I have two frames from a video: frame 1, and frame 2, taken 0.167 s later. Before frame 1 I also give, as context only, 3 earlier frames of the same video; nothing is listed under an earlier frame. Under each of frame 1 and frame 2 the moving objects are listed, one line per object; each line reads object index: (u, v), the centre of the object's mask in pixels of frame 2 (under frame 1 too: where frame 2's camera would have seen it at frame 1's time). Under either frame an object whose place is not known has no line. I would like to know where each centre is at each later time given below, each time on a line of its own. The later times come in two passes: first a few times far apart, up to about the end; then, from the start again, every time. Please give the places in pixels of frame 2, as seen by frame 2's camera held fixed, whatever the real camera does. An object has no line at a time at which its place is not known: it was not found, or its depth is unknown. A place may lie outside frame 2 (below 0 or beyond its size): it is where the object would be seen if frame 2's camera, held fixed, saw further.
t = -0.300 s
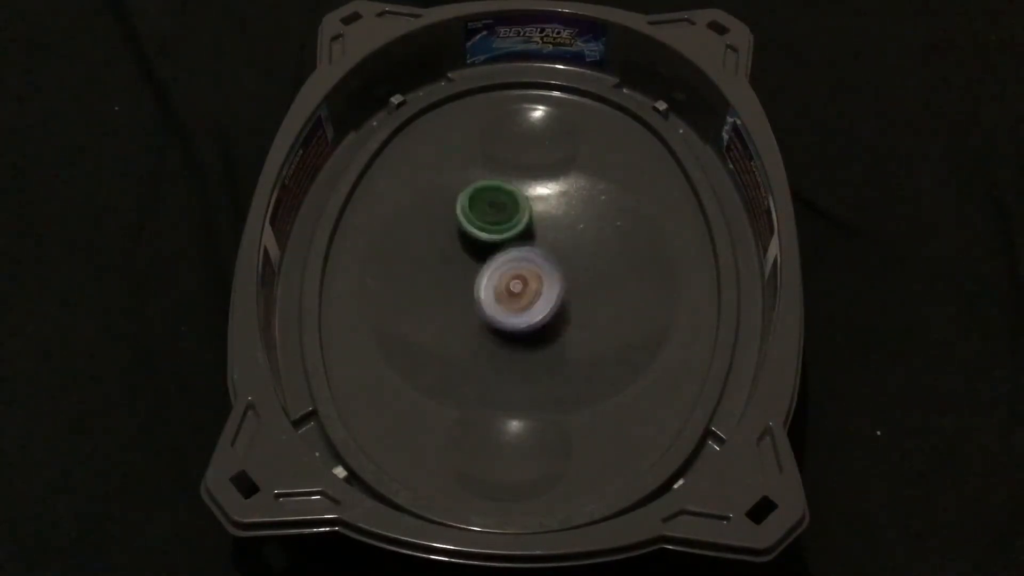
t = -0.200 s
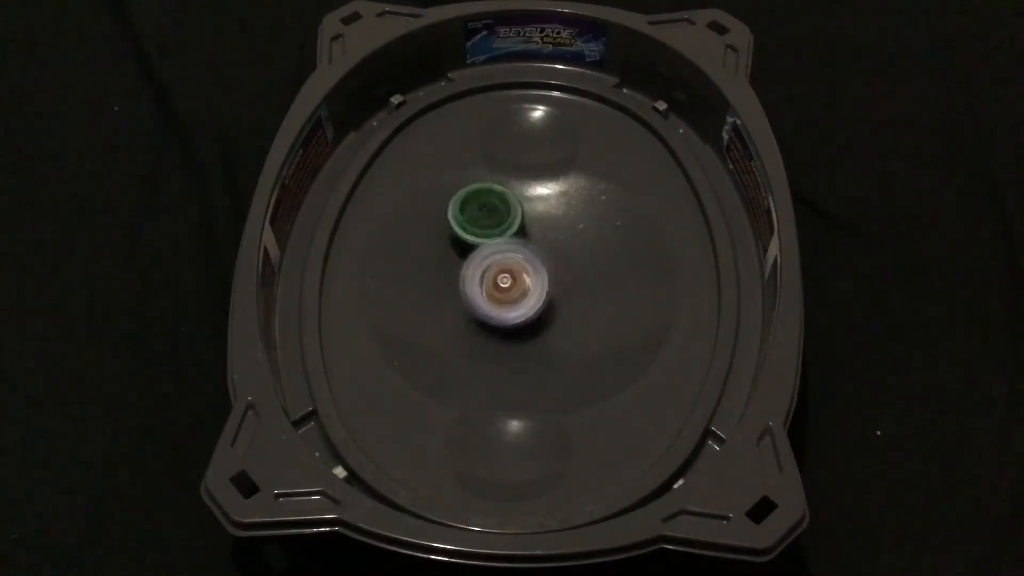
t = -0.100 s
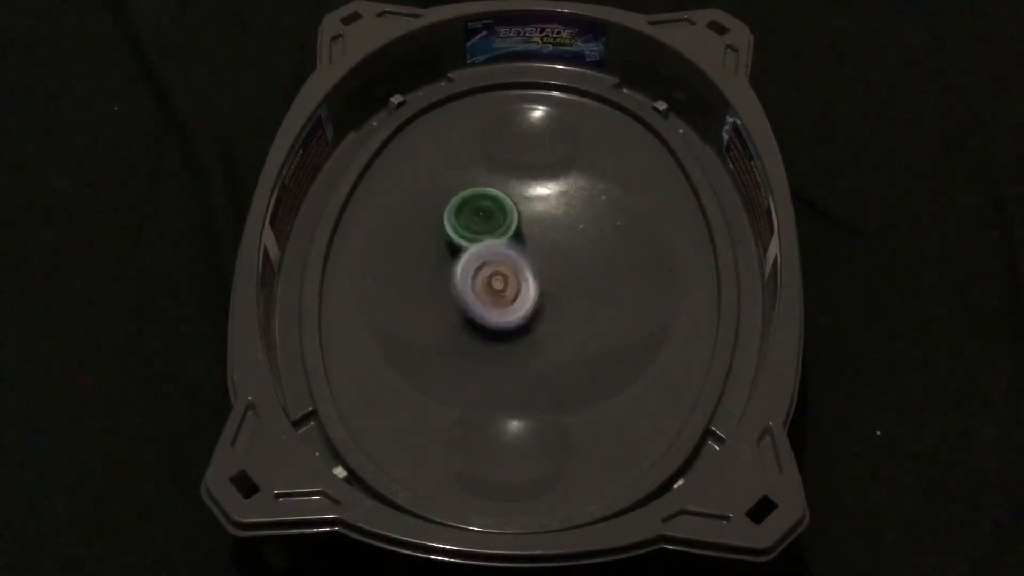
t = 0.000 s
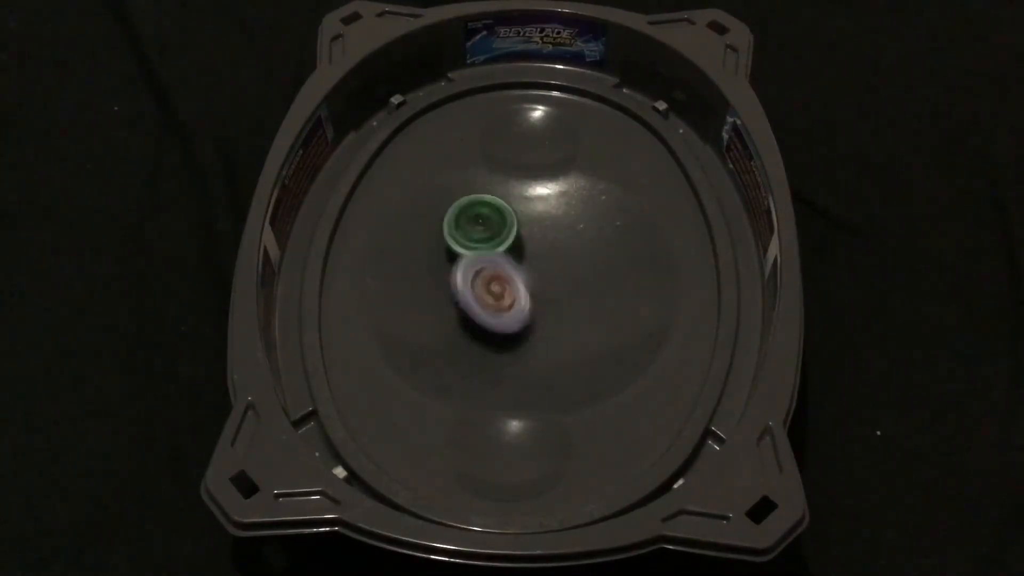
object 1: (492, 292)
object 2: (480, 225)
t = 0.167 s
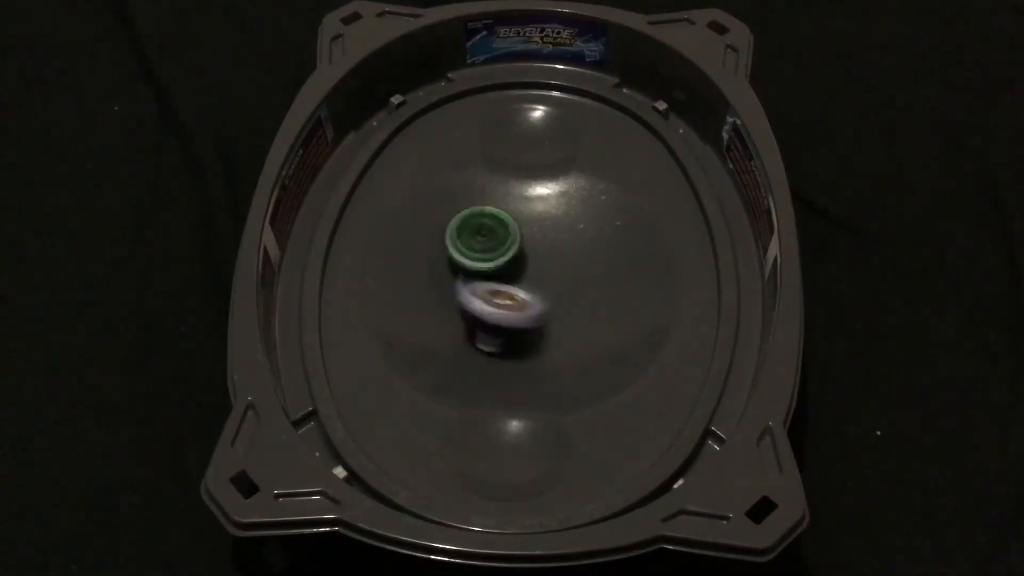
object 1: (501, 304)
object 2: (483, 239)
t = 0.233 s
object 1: (509, 304)
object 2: (483, 243)
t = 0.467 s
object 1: (564, 274)
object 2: (477, 244)
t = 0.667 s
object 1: (568, 243)
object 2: (459, 245)
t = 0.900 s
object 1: (556, 265)
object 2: (448, 262)
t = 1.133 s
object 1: (538, 293)
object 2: (456, 275)
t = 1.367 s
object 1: (545, 282)
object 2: (467, 286)
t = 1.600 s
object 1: (509, 243)
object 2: (472, 298)
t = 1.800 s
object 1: (475, 251)
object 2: (475, 311)
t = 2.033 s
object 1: (476, 244)
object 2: (489, 315)
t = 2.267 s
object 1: (479, 249)
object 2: (522, 306)
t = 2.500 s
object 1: (481, 251)
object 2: (538, 300)
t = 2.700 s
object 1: (479, 250)
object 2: (540, 290)
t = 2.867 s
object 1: (478, 249)
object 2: (542, 273)
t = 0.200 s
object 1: (506, 304)
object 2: (484, 239)
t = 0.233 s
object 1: (509, 304)
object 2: (483, 243)
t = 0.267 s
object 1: (516, 302)
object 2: (484, 245)
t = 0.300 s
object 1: (524, 299)
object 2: (484, 246)
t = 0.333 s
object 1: (533, 295)
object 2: (486, 248)
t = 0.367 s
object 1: (541, 295)
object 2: (482, 244)
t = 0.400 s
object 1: (551, 290)
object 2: (479, 242)
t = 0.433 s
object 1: (561, 280)
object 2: (479, 243)
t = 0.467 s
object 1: (564, 274)
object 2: (477, 244)
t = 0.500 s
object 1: (563, 266)
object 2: (477, 245)
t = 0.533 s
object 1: (561, 259)
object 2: (477, 244)
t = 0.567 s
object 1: (563, 251)
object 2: (473, 244)
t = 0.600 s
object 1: (560, 248)
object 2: (473, 243)
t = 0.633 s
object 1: (556, 248)
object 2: (472, 246)
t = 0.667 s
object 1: (568, 243)
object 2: (459, 245)
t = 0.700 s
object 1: (574, 244)
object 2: (448, 246)
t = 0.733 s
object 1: (577, 242)
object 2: (445, 247)
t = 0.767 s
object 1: (576, 241)
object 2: (445, 251)
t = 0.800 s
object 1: (568, 246)
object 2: (446, 253)
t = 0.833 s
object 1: (563, 253)
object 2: (446, 257)
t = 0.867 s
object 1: (562, 261)
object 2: (447, 259)
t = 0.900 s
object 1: (556, 265)
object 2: (448, 262)
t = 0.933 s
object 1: (552, 269)
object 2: (451, 265)
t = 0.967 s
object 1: (543, 275)
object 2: (452, 268)
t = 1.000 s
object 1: (537, 275)
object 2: (455, 270)
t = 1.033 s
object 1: (538, 283)
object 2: (453, 271)
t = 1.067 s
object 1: (537, 285)
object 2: (453, 270)
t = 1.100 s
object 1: (540, 290)
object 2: (455, 273)
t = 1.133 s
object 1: (538, 293)
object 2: (456, 275)
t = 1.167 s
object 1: (542, 293)
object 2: (456, 277)
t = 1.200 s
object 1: (544, 290)
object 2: (456, 277)
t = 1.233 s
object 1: (544, 291)
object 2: (458, 280)
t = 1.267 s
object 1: (552, 289)
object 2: (461, 281)
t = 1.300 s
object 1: (547, 288)
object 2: (463, 284)
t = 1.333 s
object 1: (545, 285)
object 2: (464, 284)
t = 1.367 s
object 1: (545, 282)
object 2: (467, 286)
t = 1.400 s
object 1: (546, 274)
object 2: (465, 287)
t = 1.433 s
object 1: (545, 264)
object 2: (467, 287)
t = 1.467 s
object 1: (539, 257)
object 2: (469, 290)
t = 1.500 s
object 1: (532, 251)
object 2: (470, 292)
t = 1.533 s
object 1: (524, 248)
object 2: (470, 293)
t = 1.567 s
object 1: (516, 246)
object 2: (472, 293)
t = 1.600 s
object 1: (509, 243)
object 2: (472, 298)
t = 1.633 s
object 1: (497, 242)
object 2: (470, 303)
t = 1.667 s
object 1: (491, 243)
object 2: (472, 304)
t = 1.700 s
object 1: (487, 241)
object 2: (471, 306)
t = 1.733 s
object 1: (481, 243)
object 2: (472, 309)
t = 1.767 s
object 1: (475, 249)
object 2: (473, 312)
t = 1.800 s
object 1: (475, 251)
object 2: (475, 311)
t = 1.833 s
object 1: (472, 250)
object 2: (477, 314)
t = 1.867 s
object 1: (470, 249)
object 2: (477, 316)
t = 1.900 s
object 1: (470, 248)
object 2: (476, 315)
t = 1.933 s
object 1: (472, 246)
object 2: (480, 315)
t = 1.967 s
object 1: (473, 245)
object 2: (482, 315)
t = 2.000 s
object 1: (475, 243)
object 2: (485, 314)
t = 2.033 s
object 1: (476, 244)
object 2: (489, 315)
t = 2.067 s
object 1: (477, 246)
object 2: (491, 316)
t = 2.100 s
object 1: (477, 247)
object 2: (494, 315)
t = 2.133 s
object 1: (478, 247)
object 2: (499, 312)
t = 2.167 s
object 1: (479, 246)
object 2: (503, 310)
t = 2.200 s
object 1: (478, 245)
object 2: (510, 308)
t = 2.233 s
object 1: (478, 247)
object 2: (516, 307)
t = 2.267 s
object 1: (479, 249)
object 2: (522, 306)
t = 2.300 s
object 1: (479, 249)
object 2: (528, 304)
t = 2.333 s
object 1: (480, 250)
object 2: (532, 305)
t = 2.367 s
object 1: (480, 250)
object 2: (534, 303)
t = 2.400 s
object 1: (480, 250)
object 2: (537, 302)
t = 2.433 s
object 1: (481, 251)
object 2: (539, 302)
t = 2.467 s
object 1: (481, 251)
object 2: (538, 302)
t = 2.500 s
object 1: (481, 251)
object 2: (538, 300)
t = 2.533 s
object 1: (481, 251)
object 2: (541, 298)
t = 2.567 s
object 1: (481, 251)
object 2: (542, 297)
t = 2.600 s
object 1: (481, 251)
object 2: (545, 296)
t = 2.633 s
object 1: (481, 251)
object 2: (547, 296)
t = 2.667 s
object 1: (480, 250)
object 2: (543, 294)
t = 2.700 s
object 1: (479, 250)
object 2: (540, 290)
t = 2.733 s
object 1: (479, 250)
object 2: (542, 286)
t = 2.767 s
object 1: (478, 249)
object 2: (541, 283)
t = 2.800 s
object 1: (478, 249)
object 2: (541, 279)
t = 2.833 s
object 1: (478, 250)
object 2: (542, 276)
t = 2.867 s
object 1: (478, 249)
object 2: (542, 273)
